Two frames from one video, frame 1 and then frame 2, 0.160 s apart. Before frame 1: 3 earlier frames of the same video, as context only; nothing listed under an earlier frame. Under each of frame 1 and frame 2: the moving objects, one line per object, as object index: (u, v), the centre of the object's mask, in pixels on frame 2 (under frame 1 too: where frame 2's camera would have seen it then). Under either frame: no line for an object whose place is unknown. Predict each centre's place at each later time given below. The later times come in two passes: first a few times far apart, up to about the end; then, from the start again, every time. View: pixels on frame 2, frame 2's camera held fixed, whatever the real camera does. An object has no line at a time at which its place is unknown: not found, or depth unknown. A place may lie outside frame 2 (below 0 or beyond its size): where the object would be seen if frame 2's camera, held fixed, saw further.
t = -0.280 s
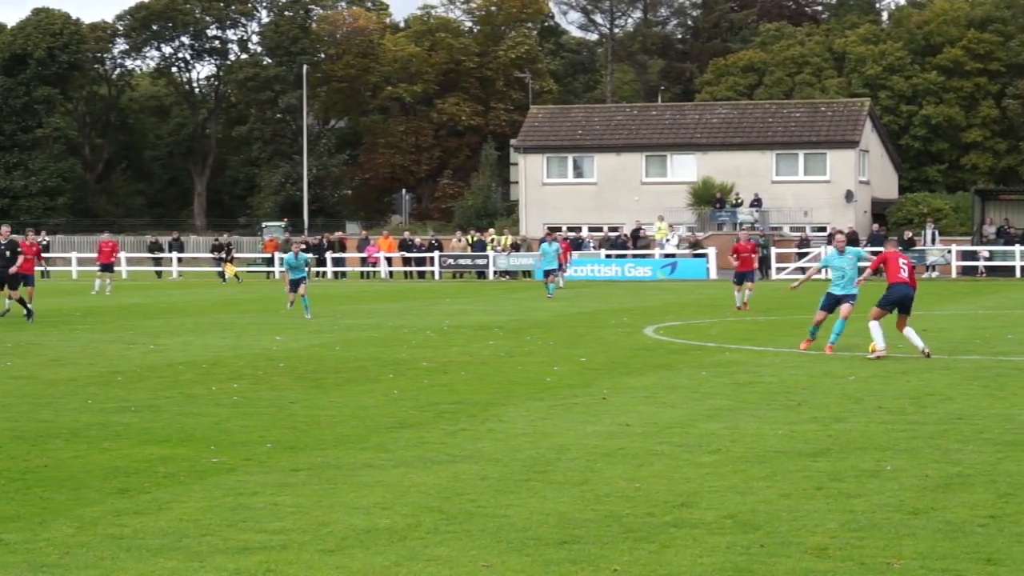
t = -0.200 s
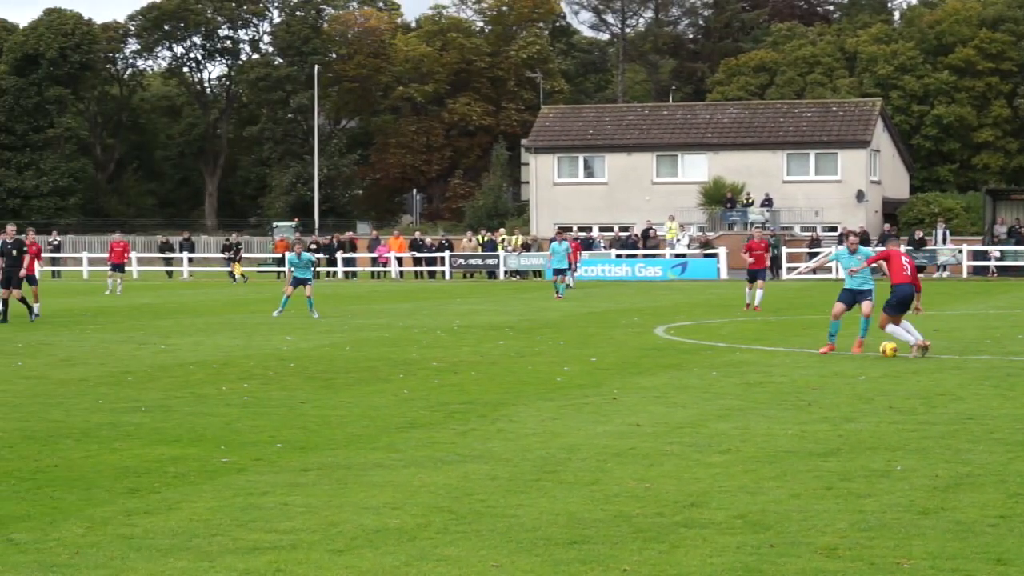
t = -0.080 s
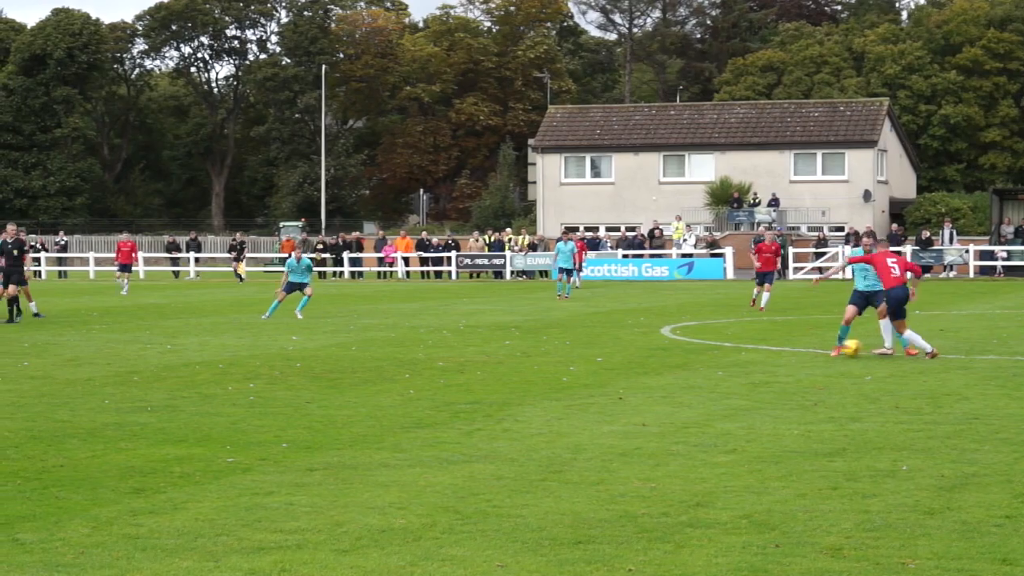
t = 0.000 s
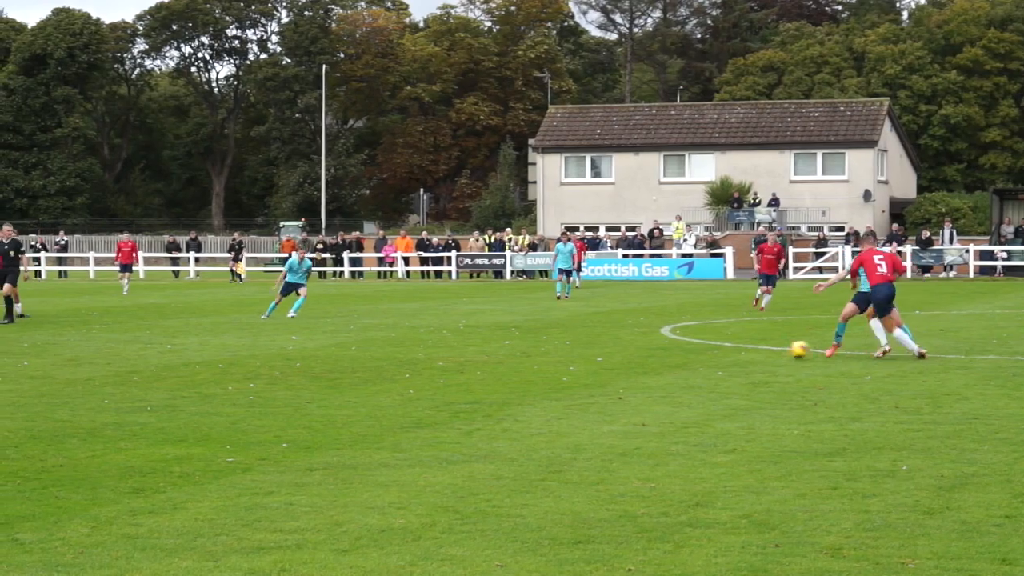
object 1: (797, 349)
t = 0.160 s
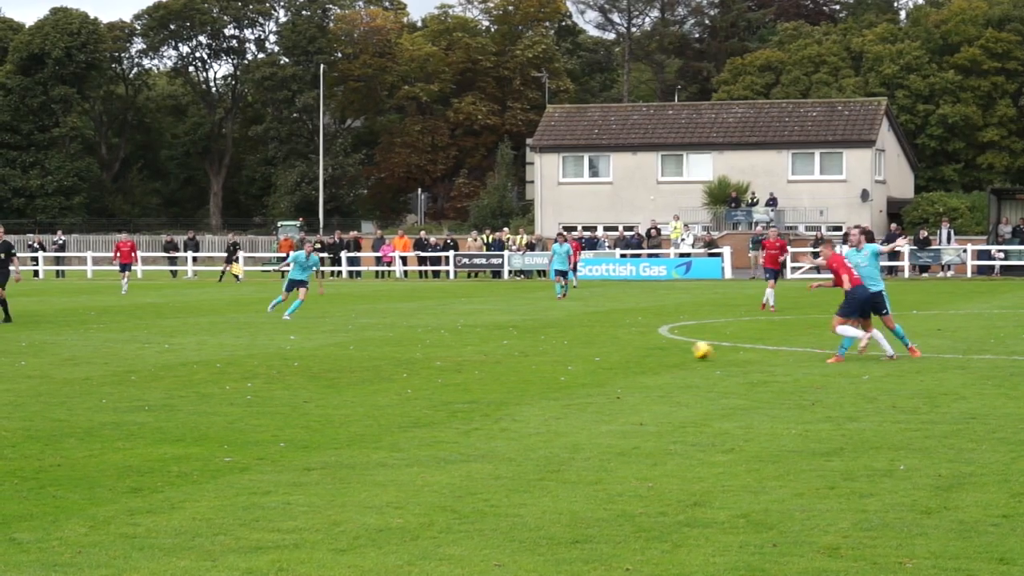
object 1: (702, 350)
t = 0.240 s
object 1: (658, 352)
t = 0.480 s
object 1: (544, 355)
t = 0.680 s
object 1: (471, 356)
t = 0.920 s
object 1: (395, 355)
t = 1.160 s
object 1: (326, 355)
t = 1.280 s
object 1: (292, 357)
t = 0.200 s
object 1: (679, 350)
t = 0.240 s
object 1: (658, 352)
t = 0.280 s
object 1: (636, 354)
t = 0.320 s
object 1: (617, 352)
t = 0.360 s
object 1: (599, 352)
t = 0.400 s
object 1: (580, 353)
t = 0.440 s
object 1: (561, 355)
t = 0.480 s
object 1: (544, 355)
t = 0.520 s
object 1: (528, 356)
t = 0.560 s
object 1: (513, 356)
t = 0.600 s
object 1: (498, 357)
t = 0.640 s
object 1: (484, 357)
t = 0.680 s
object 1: (471, 356)
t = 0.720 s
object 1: (458, 356)
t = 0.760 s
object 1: (445, 356)
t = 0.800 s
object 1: (433, 356)
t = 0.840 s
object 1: (420, 355)
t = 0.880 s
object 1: (407, 355)
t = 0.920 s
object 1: (395, 355)
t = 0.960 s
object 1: (384, 354)
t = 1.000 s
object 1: (372, 355)
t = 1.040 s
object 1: (360, 355)
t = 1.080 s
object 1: (348, 357)
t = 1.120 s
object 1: (337, 357)
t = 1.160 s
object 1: (326, 355)
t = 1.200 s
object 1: (315, 356)
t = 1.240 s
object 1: (303, 356)
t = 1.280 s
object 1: (292, 357)
